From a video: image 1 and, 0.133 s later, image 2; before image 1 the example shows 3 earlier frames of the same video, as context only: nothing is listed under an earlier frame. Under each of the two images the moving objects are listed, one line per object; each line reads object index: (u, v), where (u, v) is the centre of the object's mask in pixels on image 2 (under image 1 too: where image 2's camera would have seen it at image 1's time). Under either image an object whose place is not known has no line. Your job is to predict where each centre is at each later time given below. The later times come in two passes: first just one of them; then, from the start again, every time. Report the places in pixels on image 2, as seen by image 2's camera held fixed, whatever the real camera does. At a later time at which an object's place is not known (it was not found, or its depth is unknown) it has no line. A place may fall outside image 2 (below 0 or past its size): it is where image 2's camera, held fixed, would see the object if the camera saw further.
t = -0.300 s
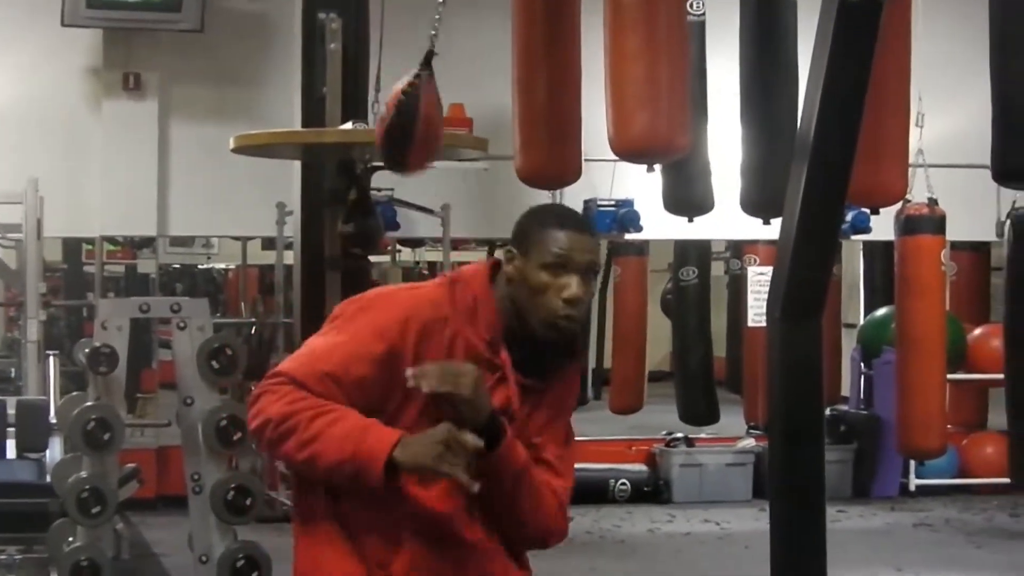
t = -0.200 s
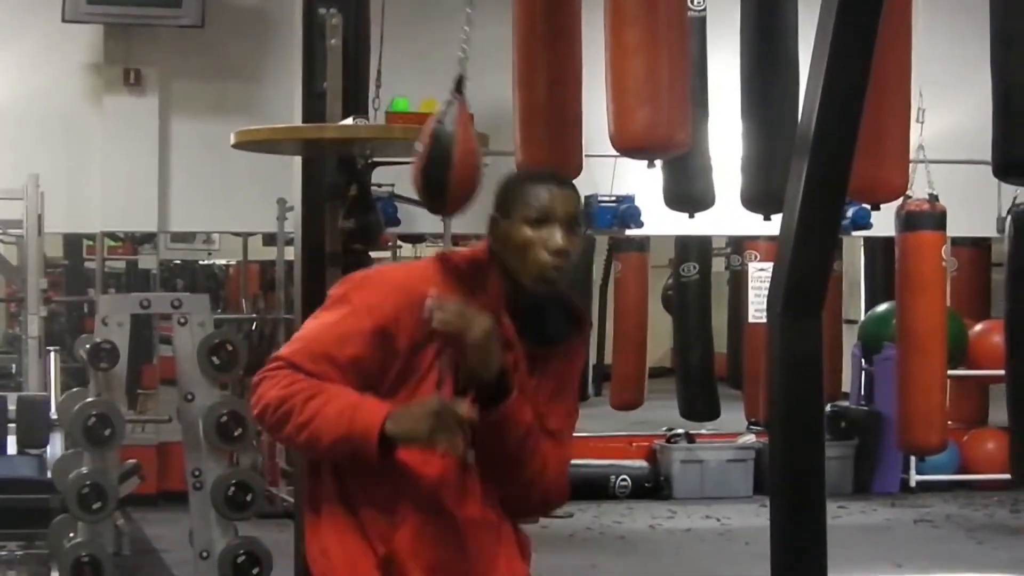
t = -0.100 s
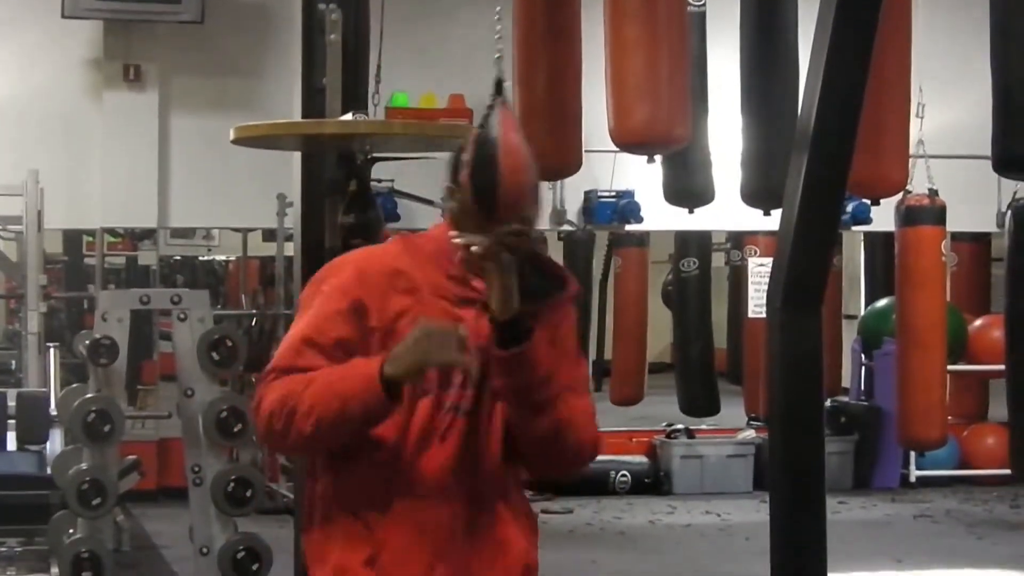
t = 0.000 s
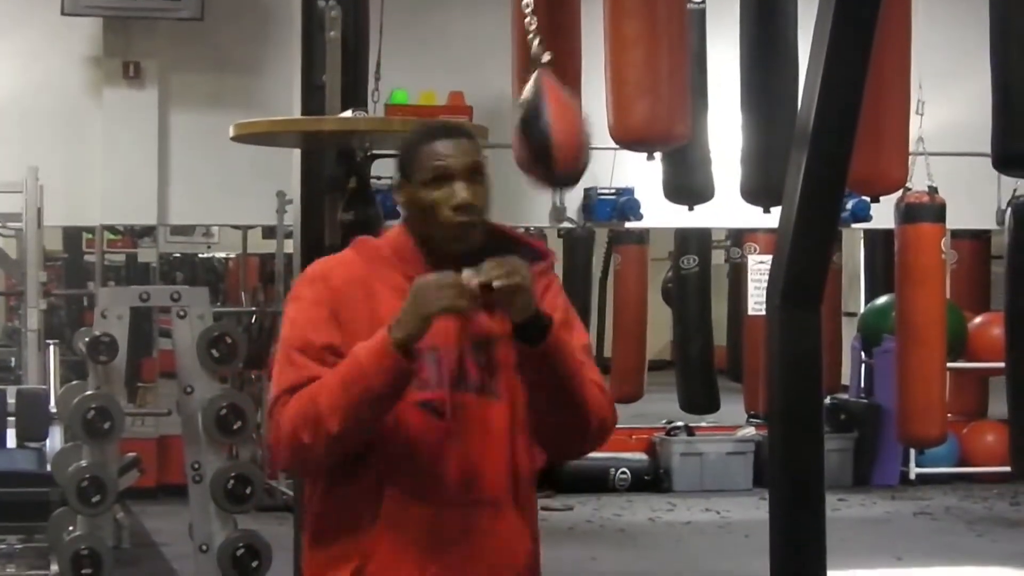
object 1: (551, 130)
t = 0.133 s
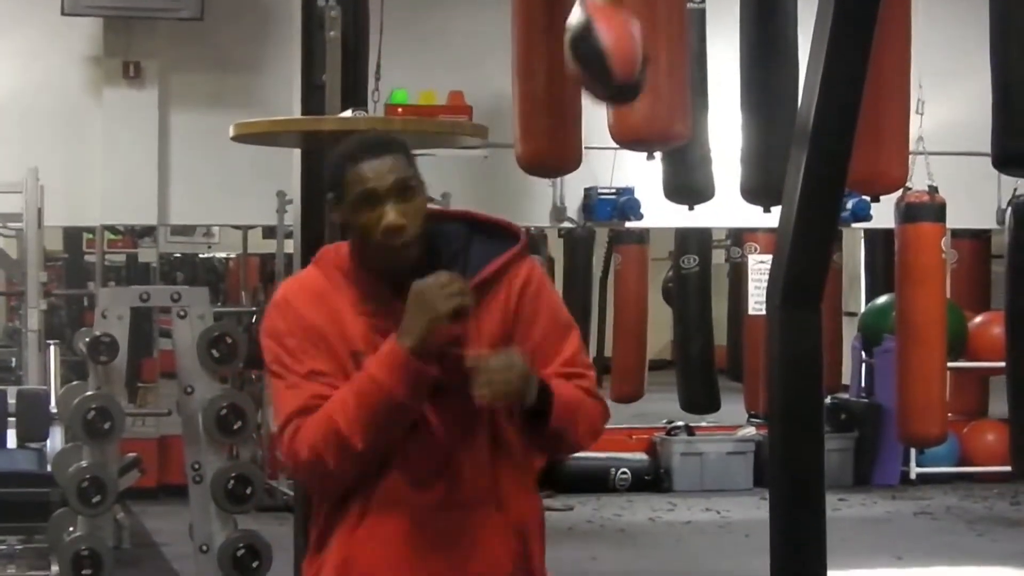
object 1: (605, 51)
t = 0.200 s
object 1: (627, 23)
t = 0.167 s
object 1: (613, 39)
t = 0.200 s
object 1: (627, 23)
